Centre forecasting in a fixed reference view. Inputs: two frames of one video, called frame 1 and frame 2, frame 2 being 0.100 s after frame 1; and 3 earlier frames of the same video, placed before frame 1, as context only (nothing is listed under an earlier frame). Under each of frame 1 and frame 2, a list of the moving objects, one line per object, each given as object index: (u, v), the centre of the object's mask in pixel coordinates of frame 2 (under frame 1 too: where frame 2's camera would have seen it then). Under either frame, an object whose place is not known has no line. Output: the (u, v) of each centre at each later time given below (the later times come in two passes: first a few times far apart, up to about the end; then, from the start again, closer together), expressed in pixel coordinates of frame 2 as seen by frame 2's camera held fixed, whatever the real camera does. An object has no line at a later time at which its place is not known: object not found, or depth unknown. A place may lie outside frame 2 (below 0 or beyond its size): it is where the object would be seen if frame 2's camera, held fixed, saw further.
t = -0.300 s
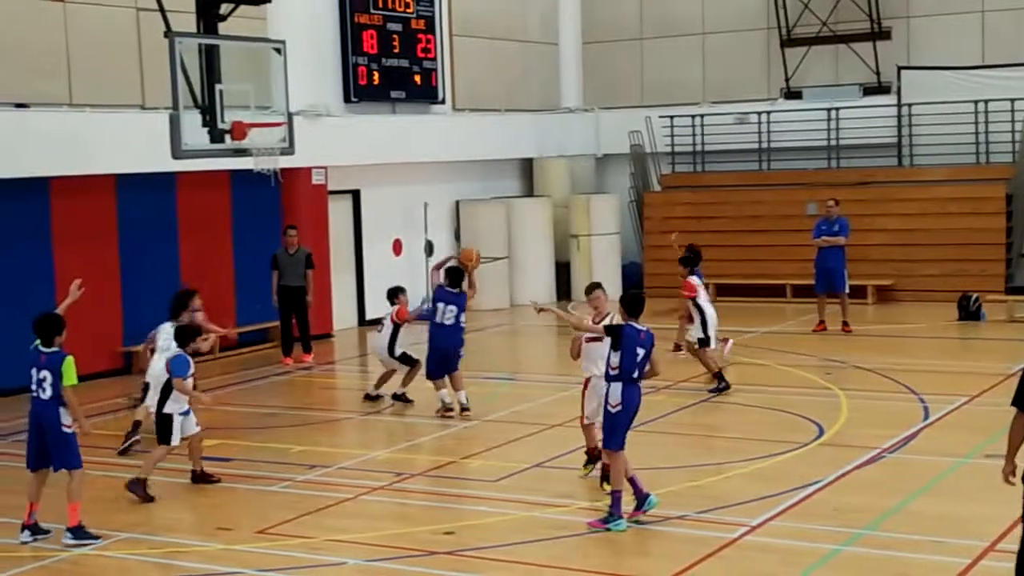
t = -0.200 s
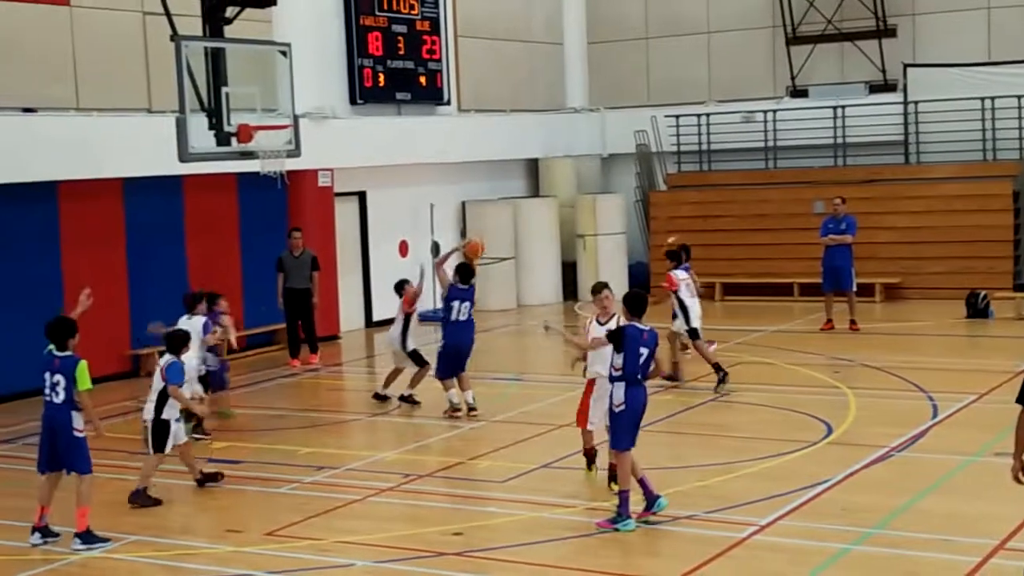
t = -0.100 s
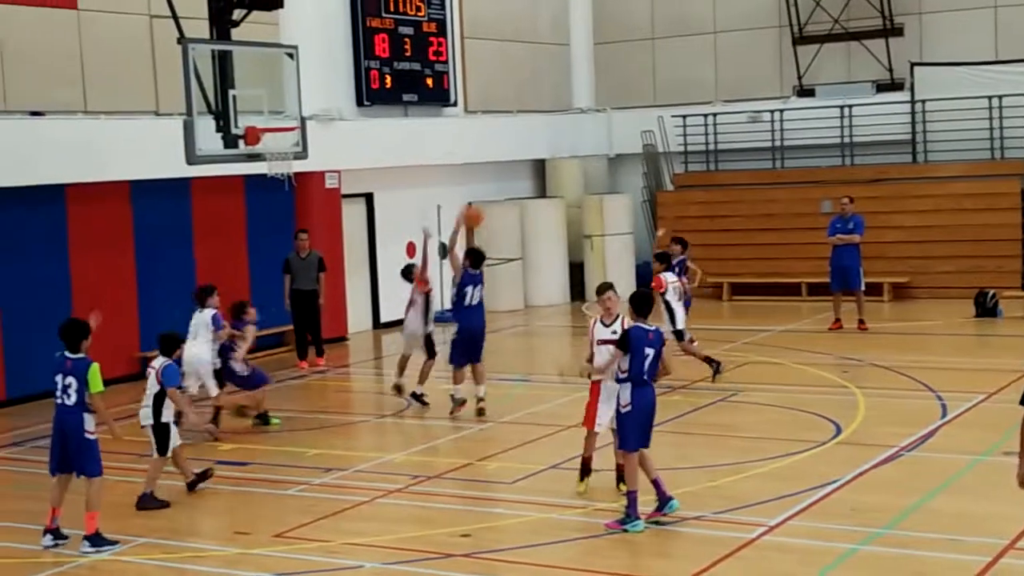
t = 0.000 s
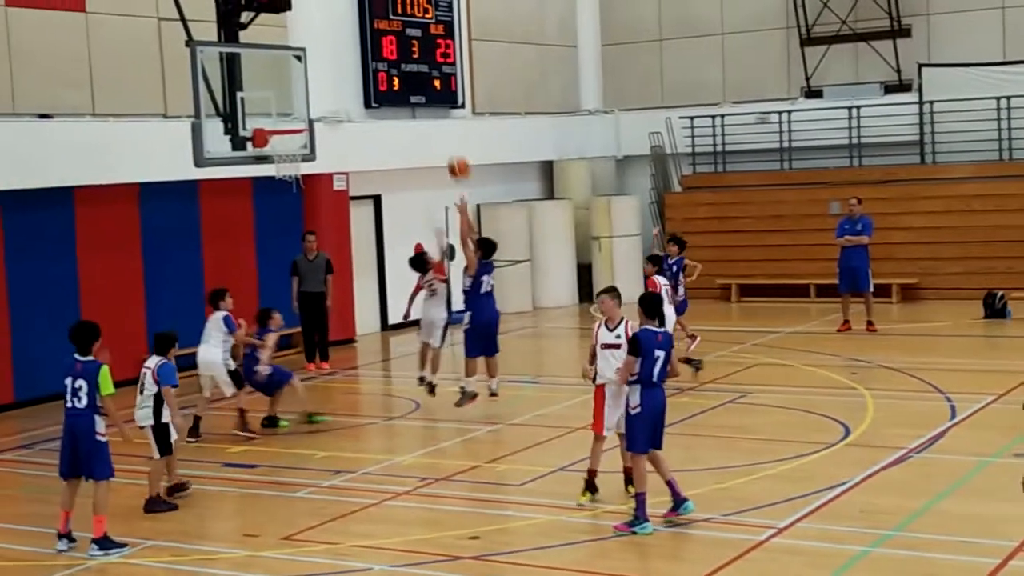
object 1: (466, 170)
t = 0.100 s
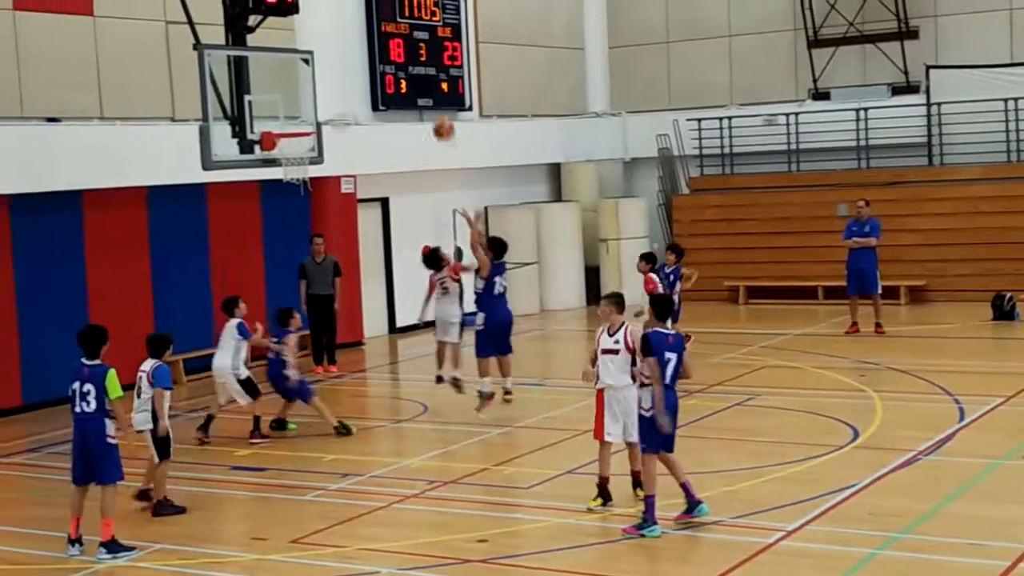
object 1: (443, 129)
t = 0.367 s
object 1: (386, 67)
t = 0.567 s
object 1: (346, 65)
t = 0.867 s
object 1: (296, 130)
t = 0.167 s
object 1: (428, 106)
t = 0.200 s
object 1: (421, 98)
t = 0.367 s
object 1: (386, 67)
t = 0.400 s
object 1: (379, 65)
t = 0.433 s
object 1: (372, 62)
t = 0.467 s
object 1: (365, 62)
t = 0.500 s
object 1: (359, 62)
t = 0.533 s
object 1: (352, 63)
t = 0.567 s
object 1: (346, 65)
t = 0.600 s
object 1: (340, 69)
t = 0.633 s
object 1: (335, 73)
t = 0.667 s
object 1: (329, 78)
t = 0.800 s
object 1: (306, 108)
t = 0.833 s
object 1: (302, 118)
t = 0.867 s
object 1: (296, 130)
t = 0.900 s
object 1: (291, 143)
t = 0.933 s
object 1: (285, 153)
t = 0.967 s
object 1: (283, 157)
